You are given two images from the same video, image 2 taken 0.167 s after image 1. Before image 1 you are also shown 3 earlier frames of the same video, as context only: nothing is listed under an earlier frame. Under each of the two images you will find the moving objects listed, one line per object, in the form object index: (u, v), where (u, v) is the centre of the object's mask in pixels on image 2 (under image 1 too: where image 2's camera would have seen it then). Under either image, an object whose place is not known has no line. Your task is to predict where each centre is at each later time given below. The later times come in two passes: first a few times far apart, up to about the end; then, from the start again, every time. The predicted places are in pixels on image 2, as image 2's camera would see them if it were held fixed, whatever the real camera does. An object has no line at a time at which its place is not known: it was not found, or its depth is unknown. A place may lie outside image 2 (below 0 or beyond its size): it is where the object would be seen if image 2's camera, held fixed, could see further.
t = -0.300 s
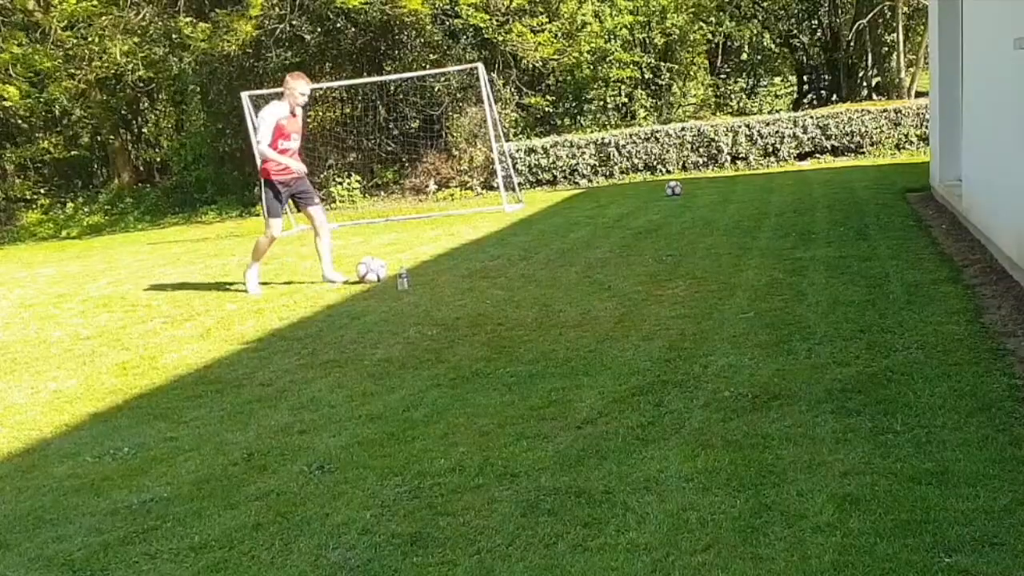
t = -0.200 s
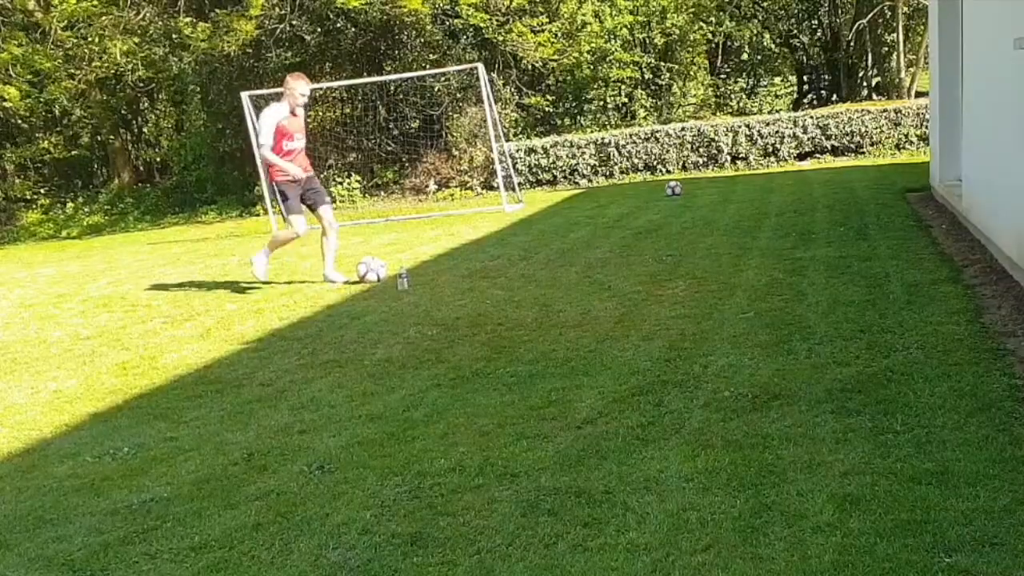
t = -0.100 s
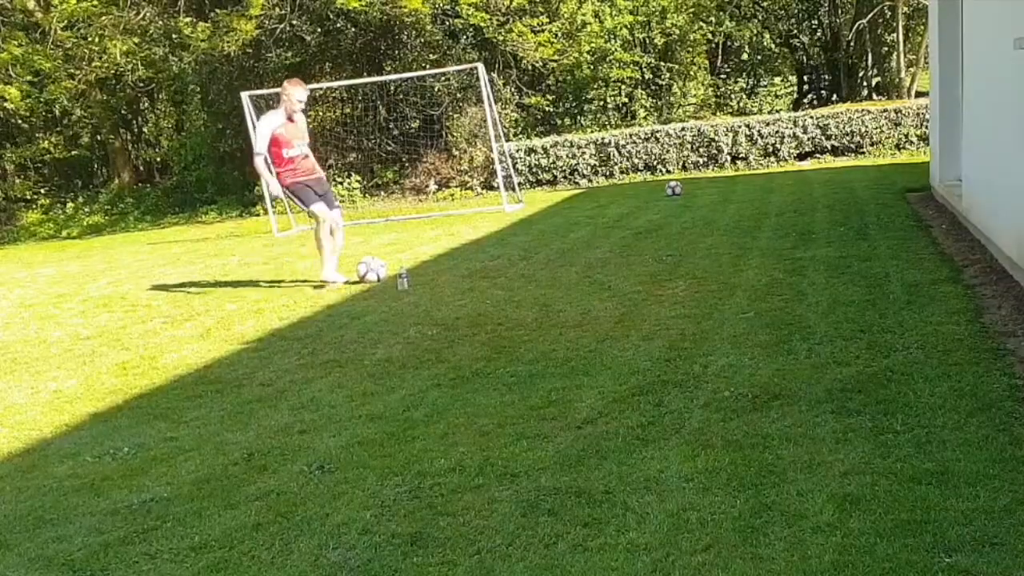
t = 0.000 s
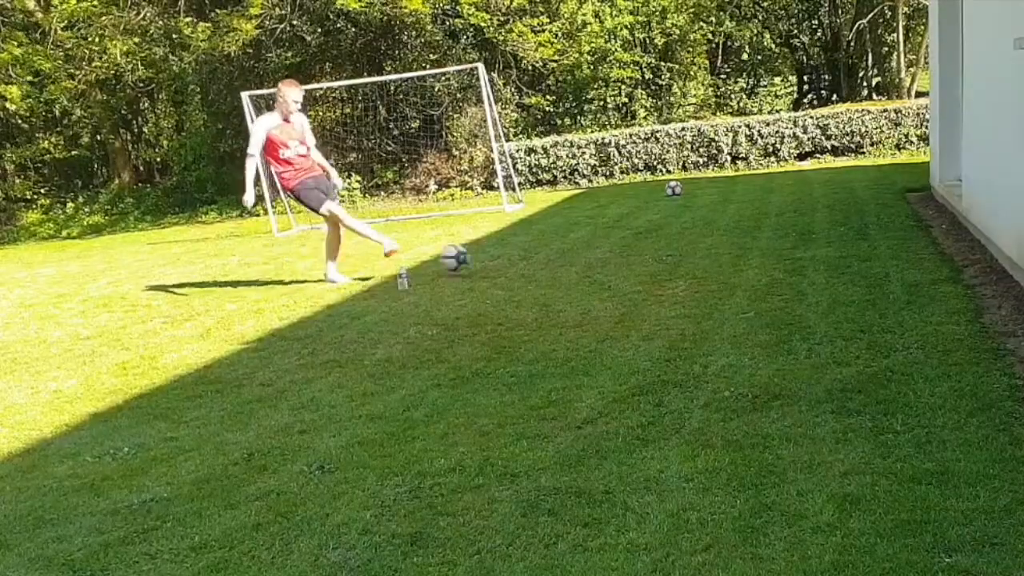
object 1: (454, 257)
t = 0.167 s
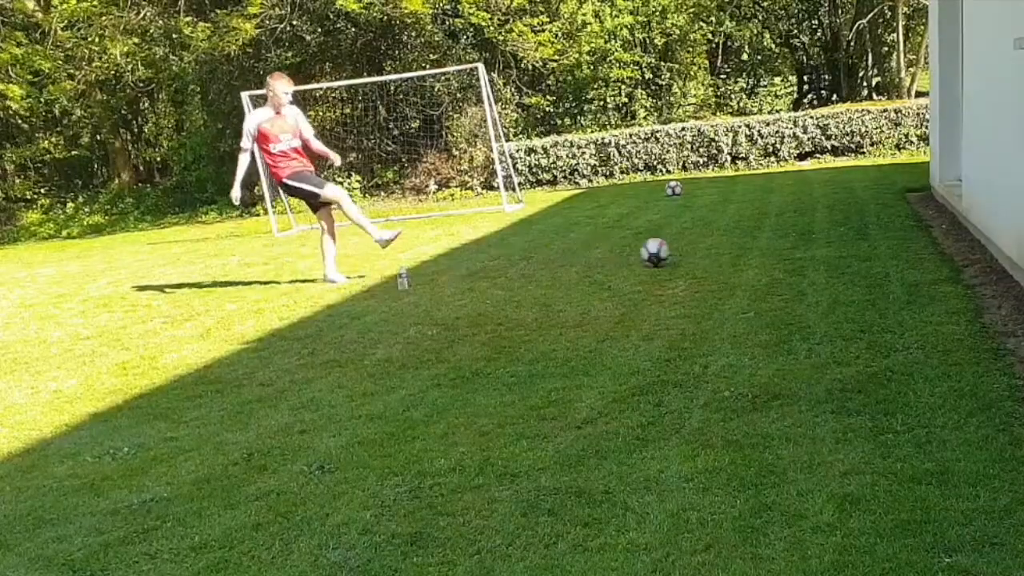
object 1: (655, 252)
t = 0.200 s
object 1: (693, 251)
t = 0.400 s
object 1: (894, 232)
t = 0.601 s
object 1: (907, 187)
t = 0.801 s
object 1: (786, 179)
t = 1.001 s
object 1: (675, 218)
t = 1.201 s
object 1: (604, 229)
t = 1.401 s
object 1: (561, 230)
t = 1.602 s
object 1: (519, 245)
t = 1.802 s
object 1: (476, 254)
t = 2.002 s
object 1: (433, 254)
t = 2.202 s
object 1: (394, 258)
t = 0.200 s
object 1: (693, 251)
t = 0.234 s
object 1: (727, 247)
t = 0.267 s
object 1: (760, 241)
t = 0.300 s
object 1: (794, 238)
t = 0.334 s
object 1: (829, 236)
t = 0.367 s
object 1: (862, 234)
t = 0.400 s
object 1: (894, 232)
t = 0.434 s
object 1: (920, 224)
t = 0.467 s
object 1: (945, 217)
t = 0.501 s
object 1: (969, 212)
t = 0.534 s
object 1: (947, 201)
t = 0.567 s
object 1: (927, 193)
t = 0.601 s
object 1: (907, 187)
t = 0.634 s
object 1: (886, 182)
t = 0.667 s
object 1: (865, 179)
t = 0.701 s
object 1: (846, 176)
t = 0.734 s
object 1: (826, 176)
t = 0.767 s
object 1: (806, 176)
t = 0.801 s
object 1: (786, 179)
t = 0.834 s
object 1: (767, 182)
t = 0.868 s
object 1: (749, 187)
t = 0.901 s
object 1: (730, 192)
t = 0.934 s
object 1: (711, 200)
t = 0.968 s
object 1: (693, 208)
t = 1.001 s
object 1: (675, 218)
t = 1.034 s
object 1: (657, 229)
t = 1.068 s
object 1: (640, 241)
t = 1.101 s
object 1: (627, 247)
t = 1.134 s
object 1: (619, 239)
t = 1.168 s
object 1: (611, 233)
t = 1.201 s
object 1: (604, 229)
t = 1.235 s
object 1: (596, 226)
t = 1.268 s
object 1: (589, 224)
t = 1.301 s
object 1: (582, 224)
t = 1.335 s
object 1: (575, 224)
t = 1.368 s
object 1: (568, 226)
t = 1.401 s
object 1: (561, 230)
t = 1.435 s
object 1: (554, 234)
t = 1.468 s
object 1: (547, 241)
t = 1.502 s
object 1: (541, 248)
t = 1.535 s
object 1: (534, 252)
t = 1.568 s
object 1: (526, 248)
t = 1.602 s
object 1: (519, 245)
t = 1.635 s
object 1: (512, 244)
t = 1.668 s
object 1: (505, 244)
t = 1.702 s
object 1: (498, 244)
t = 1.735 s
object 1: (490, 247)
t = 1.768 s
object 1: (483, 252)
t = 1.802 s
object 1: (476, 254)
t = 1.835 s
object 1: (469, 254)
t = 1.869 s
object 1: (462, 255)
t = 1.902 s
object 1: (455, 255)
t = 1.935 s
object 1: (447, 254)
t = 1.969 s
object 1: (440, 254)
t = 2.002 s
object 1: (433, 254)
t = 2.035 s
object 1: (427, 256)
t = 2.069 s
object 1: (420, 256)
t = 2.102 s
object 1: (413, 256)
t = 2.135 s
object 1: (407, 257)
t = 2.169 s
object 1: (400, 257)
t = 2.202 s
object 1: (394, 258)
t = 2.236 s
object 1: (387, 258)
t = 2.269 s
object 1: (380, 258)
